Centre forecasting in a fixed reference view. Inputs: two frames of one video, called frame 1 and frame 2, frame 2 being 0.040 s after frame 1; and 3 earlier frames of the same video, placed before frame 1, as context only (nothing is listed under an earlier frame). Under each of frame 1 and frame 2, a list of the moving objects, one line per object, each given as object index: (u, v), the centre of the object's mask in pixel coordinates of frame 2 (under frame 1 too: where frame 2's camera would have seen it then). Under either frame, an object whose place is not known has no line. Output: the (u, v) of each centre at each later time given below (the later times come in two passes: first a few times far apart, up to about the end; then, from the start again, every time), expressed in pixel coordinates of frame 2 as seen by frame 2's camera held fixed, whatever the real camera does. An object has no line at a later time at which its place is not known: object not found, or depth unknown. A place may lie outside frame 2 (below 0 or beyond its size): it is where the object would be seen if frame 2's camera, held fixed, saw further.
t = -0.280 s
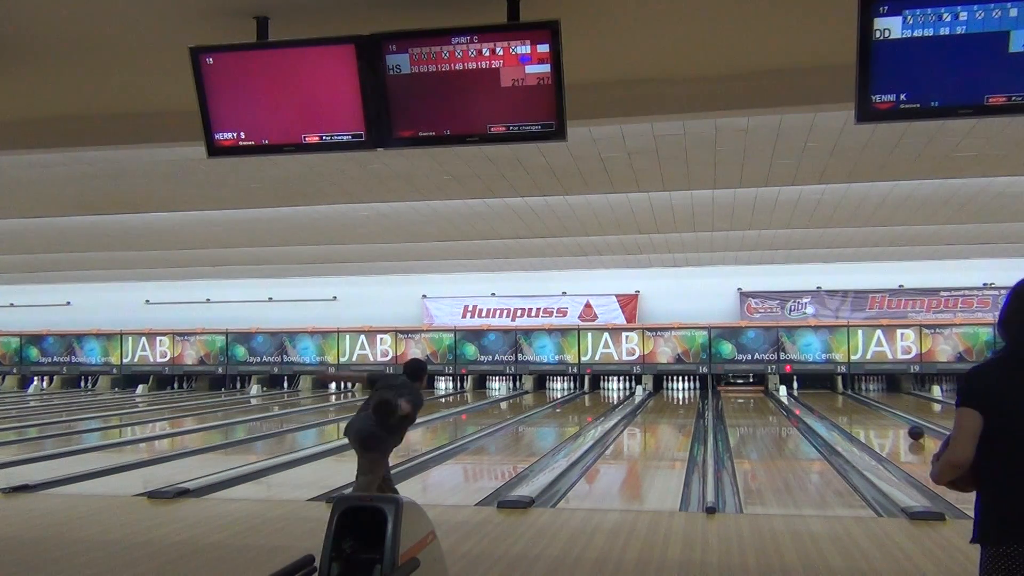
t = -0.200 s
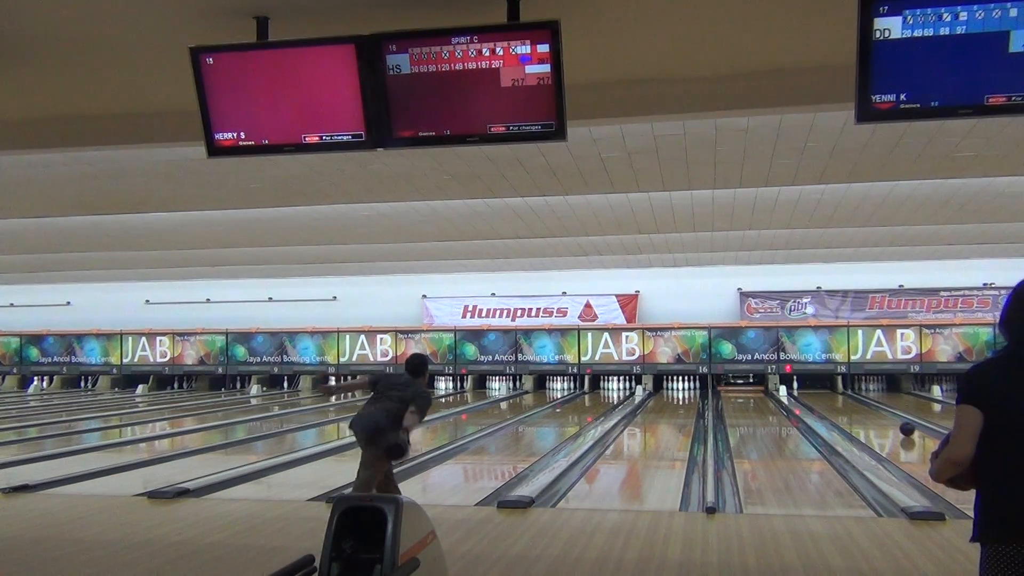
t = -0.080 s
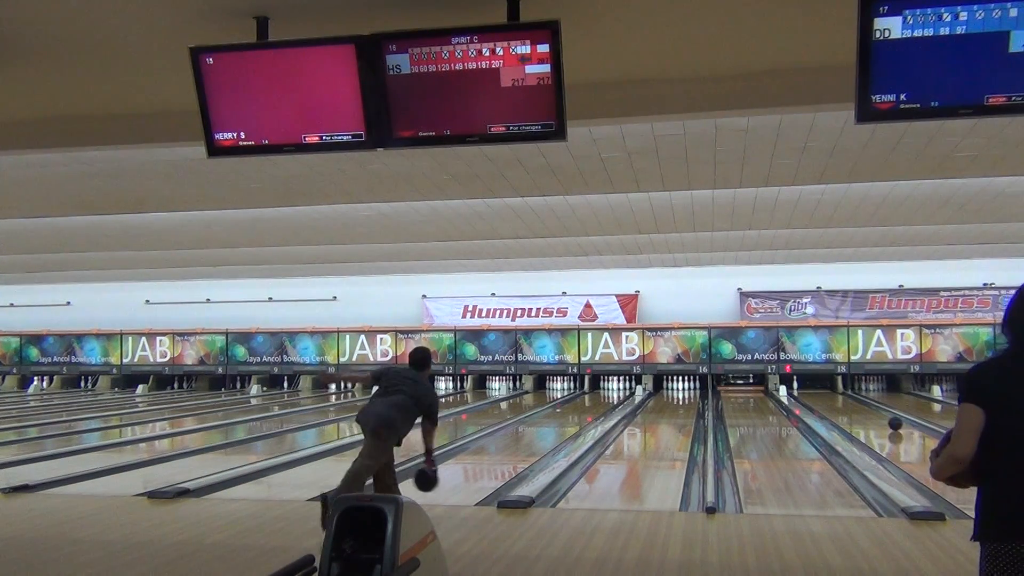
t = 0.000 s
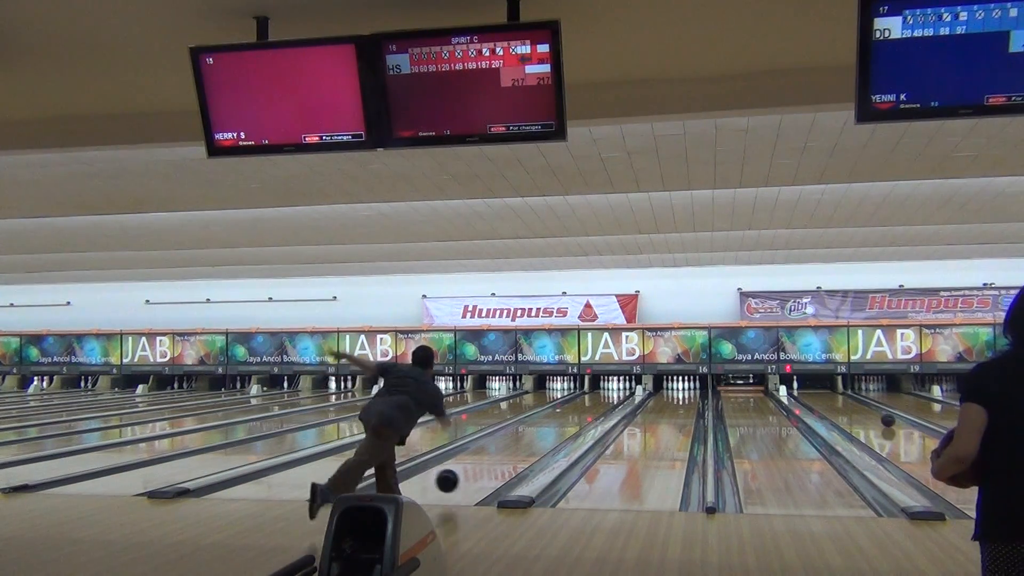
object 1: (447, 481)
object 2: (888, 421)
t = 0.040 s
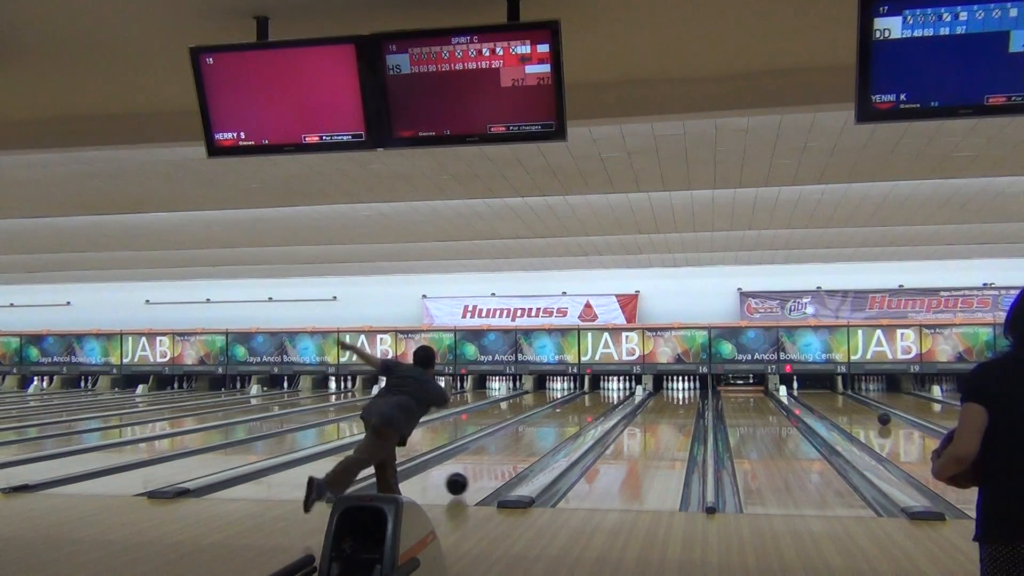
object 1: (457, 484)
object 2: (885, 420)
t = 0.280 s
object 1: (502, 459)
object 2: (866, 412)
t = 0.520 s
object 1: (533, 441)
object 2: (851, 405)
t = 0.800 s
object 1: (559, 426)
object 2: (836, 399)
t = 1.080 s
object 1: (578, 415)
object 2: (823, 393)
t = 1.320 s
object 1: (591, 407)
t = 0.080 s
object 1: (466, 478)
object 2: (881, 418)
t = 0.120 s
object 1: (474, 472)
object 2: (878, 417)
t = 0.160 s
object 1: (482, 469)
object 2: (875, 415)
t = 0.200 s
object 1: (489, 466)
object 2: (872, 415)
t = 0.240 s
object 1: (495, 463)
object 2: (869, 413)
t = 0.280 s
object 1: (502, 459)
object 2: (866, 412)
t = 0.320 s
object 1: (508, 456)
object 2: (863, 411)
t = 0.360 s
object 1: (514, 453)
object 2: (861, 410)
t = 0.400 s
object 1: (519, 450)
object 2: (859, 408)
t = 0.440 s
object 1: (524, 447)
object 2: (856, 407)
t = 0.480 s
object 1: (529, 444)
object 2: (854, 406)
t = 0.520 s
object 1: (533, 441)
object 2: (851, 405)
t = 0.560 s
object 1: (538, 439)
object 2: (848, 404)
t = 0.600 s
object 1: (542, 436)
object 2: (846, 403)
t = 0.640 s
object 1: (546, 434)
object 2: (844, 402)
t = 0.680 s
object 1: (549, 432)
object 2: (841, 401)
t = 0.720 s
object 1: (553, 430)
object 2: (839, 400)
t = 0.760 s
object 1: (556, 428)
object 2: (838, 400)
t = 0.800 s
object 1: (559, 426)
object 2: (836, 399)
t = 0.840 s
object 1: (562, 424)
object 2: (834, 398)
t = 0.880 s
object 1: (565, 422)
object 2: (832, 398)
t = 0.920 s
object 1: (568, 421)
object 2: (831, 397)
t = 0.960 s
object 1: (570, 419)
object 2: (828, 395)
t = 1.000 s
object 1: (573, 418)
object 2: (827, 395)
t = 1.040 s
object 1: (576, 416)
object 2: (824, 394)
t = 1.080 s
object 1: (578, 415)
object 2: (823, 393)
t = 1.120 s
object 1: (580, 414)
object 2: (823, 392)
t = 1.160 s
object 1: (582, 413)
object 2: (822, 392)
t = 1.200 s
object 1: (585, 411)
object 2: (816, 391)
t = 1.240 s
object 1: (587, 410)
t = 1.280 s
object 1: (589, 408)
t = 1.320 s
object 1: (591, 407)
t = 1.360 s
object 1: (592, 407)
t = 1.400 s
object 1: (594, 406)
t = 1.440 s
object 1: (595, 405)
